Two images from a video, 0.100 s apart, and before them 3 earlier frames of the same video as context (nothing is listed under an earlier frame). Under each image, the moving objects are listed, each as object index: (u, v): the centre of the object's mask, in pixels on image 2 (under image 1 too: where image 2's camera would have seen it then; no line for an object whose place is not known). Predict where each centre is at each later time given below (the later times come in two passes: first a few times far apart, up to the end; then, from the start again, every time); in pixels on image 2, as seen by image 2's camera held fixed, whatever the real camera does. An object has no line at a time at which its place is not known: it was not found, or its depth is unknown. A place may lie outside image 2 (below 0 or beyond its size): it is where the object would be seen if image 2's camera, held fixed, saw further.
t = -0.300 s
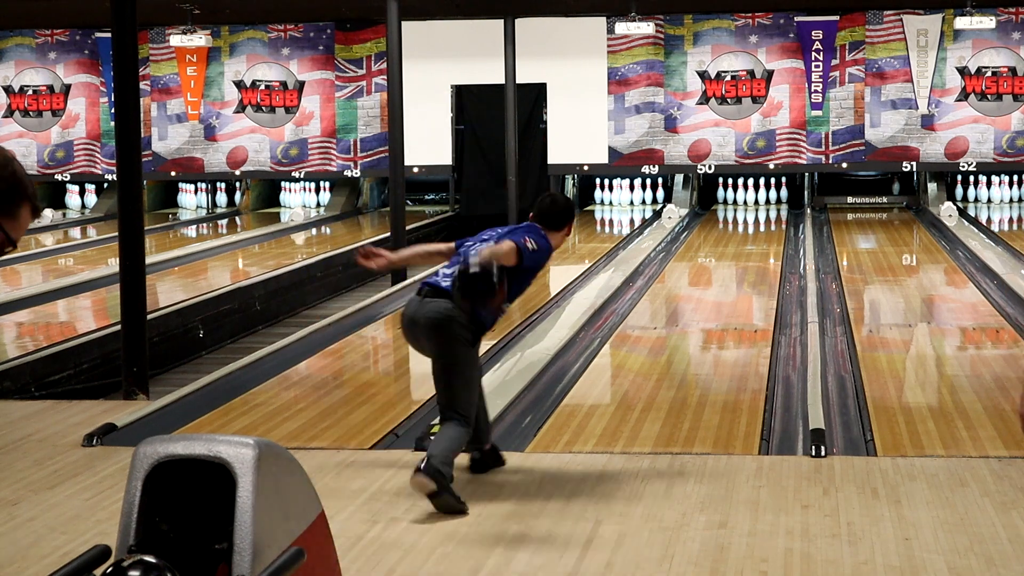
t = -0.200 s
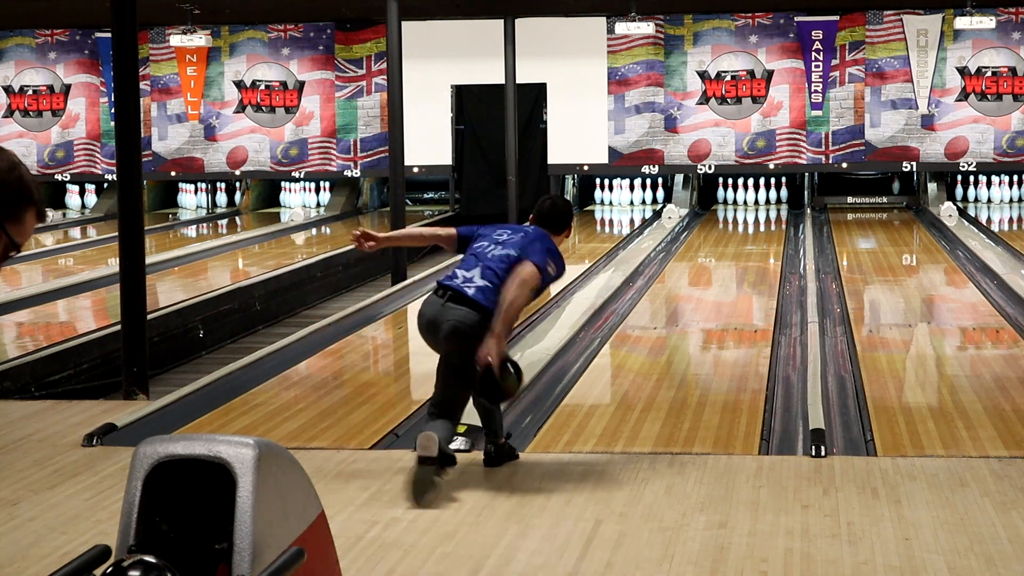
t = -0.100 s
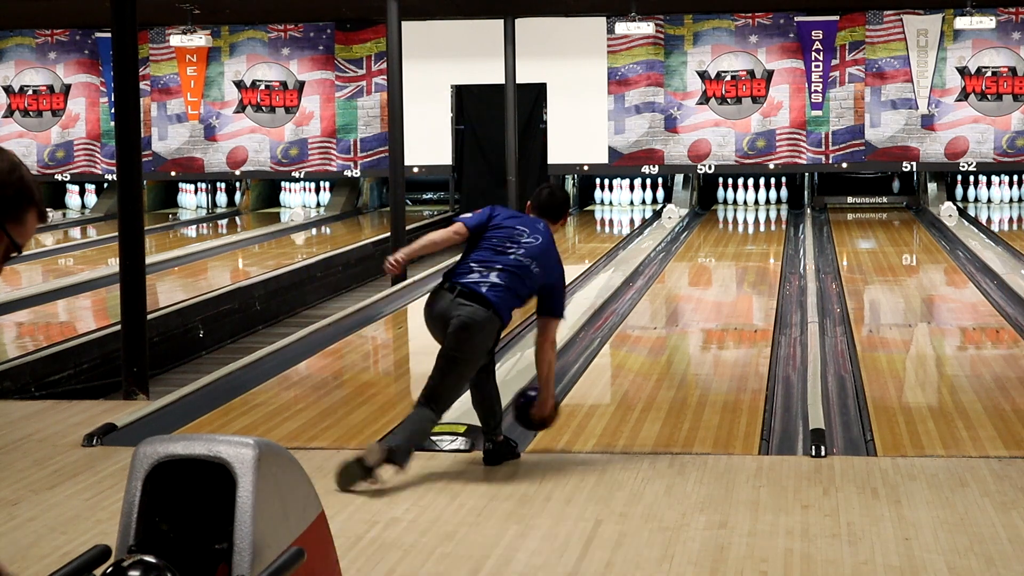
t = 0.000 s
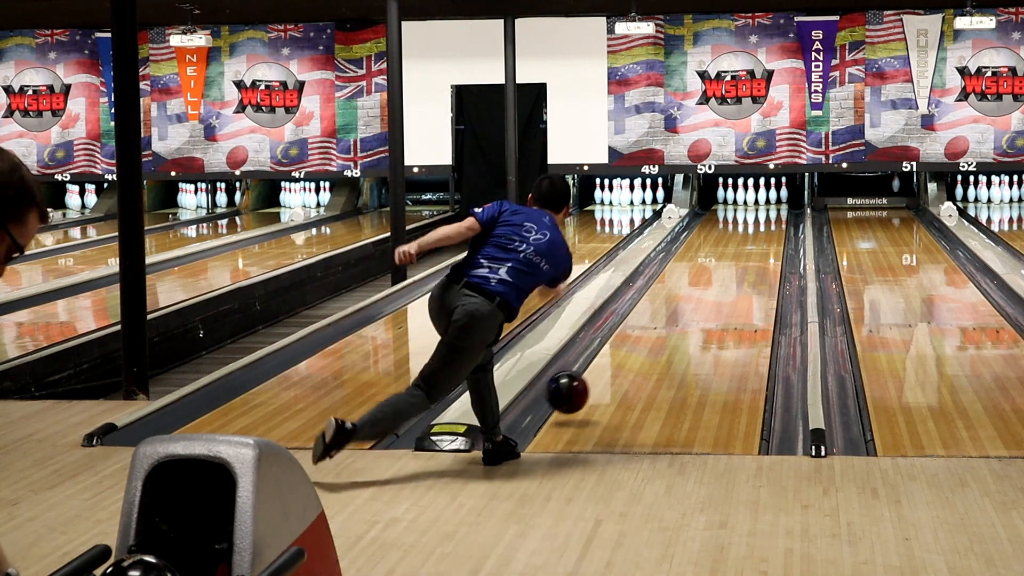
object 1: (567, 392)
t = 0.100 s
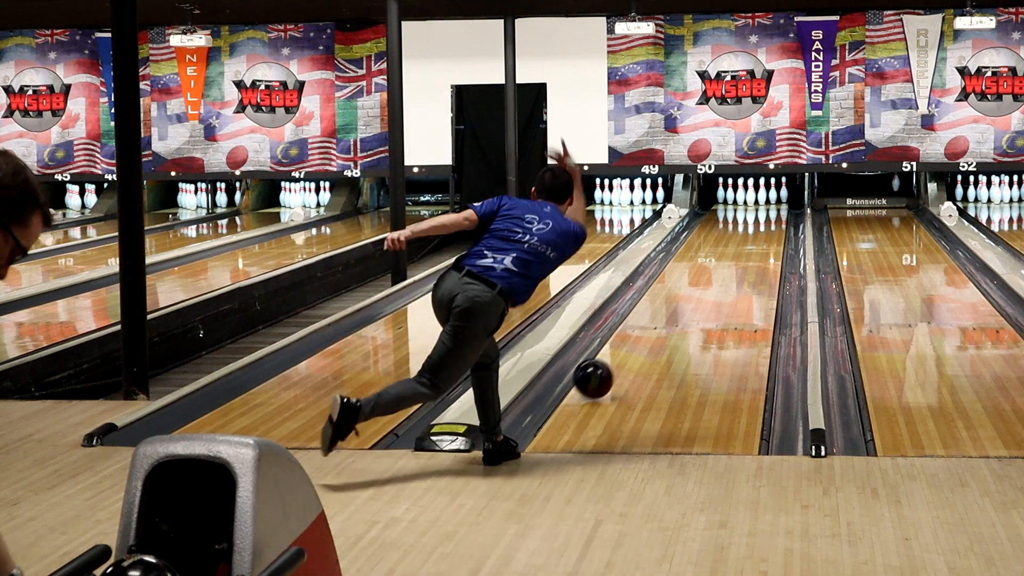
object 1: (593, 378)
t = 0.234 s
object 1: (622, 354)
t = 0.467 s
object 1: (660, 317)
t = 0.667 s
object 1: (684, 295)
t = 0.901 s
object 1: (707, 273)
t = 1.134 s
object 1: (724, 255)
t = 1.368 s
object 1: (738, 240)
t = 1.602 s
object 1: (749, 228)
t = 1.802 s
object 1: (756, 219)
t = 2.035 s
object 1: (762, 211)
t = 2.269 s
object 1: (761, 203)
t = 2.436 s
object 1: (757, 199)
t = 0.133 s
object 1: (601, 372)
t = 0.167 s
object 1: (608, 366)
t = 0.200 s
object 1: (615, 360)
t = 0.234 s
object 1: (622, 354)
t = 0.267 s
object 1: (628, 348)
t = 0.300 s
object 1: (634, 342)
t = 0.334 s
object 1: (639, 336)
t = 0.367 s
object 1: (645, 331)
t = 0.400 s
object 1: (650, 326)
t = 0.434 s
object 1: (655, 322)
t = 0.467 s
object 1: (660, 317)
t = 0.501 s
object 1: (664, 313)
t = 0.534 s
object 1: (669, 309)
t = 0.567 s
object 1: (673, 305)
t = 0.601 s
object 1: (677, 302)
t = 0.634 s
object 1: (681, 298)
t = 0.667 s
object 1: (684, 295)
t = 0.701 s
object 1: (688, 291)
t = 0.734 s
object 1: (691, 288)
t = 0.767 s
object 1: (695, 285)
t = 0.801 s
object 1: (698, 281)
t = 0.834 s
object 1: (701, 278)
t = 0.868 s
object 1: (704, 275)
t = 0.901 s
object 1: (707, 273)
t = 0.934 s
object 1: (710, 270)
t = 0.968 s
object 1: (712, 267)
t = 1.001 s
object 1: (715, 265)
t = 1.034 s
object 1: (717, 262)
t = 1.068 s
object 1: (720, 260)
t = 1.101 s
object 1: (722, 257)
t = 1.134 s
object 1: (724, 255)
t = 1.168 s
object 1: (726, 253)
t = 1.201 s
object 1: (728, 250)
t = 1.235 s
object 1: (731, 248)
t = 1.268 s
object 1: (733, 246)
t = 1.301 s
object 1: (734, 244)
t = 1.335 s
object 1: (736, 242)
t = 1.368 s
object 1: (738, 240)
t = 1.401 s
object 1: (740, 239)
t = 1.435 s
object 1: (741, 237)
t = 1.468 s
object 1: (743, 235)
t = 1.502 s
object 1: (744, 233)
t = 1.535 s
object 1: (746, 231)
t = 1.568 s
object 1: (747, 230)
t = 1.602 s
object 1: (749, 228)
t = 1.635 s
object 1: (750, 227)
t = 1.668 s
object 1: (751, 225)
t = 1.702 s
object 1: (753, 223)
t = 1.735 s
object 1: (754, 222)
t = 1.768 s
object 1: (755, 221)
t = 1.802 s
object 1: (756, 219)
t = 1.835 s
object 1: (758, 218)
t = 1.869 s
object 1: (759, 216)
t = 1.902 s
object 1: (760, 215)
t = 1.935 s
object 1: (761, 214)
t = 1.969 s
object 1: (761, 213)
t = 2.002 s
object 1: (762, 212)
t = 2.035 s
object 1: (762, 211)
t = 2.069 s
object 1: (762, 209)
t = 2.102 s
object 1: (763, 208)
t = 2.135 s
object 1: (762, 207)
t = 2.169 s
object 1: (762, 206)
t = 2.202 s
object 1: (762, 205)
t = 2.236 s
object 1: (762, 204)
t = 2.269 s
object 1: (761, 203)
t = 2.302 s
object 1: (760, 202)
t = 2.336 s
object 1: (759, 201)
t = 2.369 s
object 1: (758, 201)
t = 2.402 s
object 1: (757, 200)
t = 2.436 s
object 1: (757, 199)
